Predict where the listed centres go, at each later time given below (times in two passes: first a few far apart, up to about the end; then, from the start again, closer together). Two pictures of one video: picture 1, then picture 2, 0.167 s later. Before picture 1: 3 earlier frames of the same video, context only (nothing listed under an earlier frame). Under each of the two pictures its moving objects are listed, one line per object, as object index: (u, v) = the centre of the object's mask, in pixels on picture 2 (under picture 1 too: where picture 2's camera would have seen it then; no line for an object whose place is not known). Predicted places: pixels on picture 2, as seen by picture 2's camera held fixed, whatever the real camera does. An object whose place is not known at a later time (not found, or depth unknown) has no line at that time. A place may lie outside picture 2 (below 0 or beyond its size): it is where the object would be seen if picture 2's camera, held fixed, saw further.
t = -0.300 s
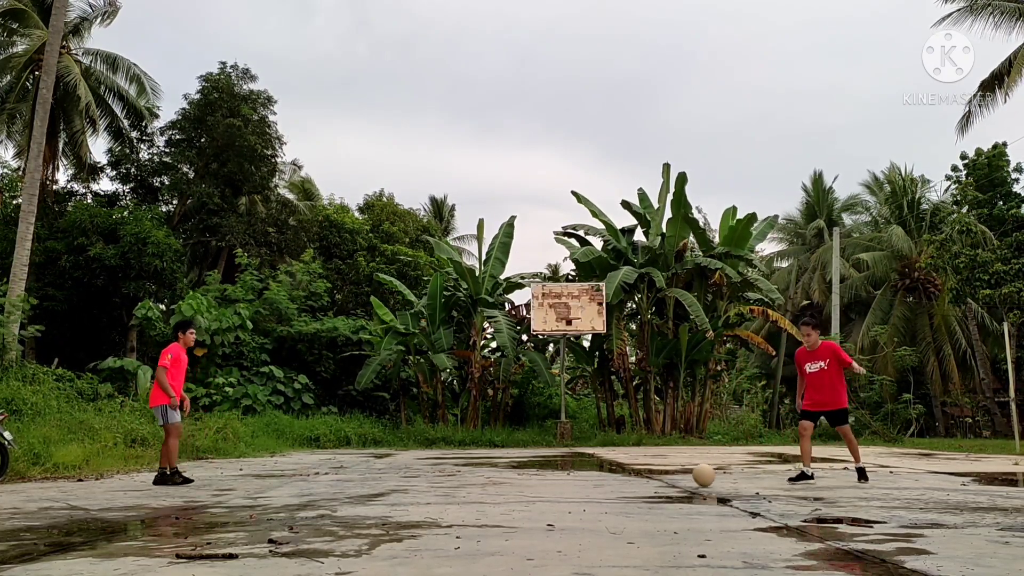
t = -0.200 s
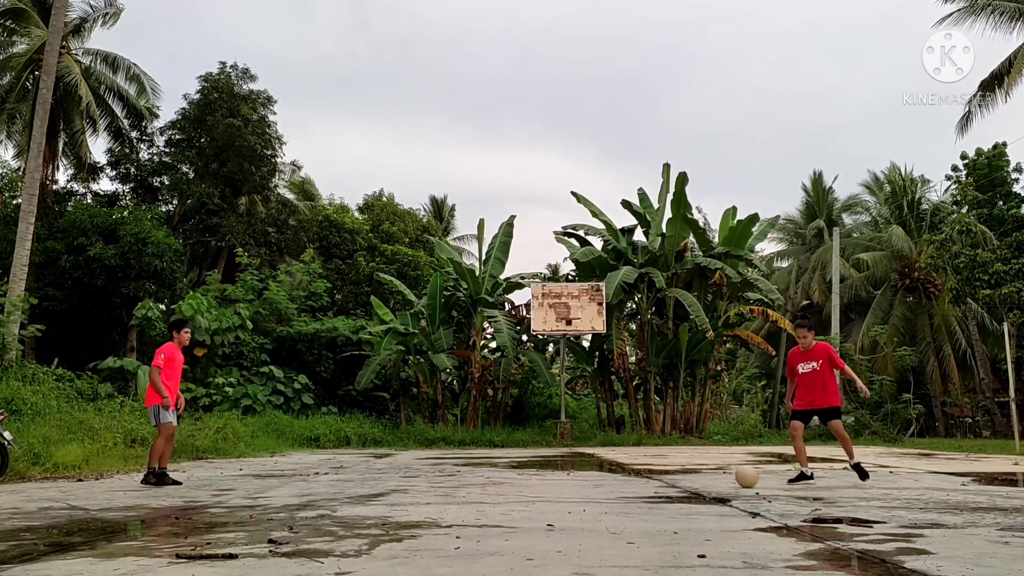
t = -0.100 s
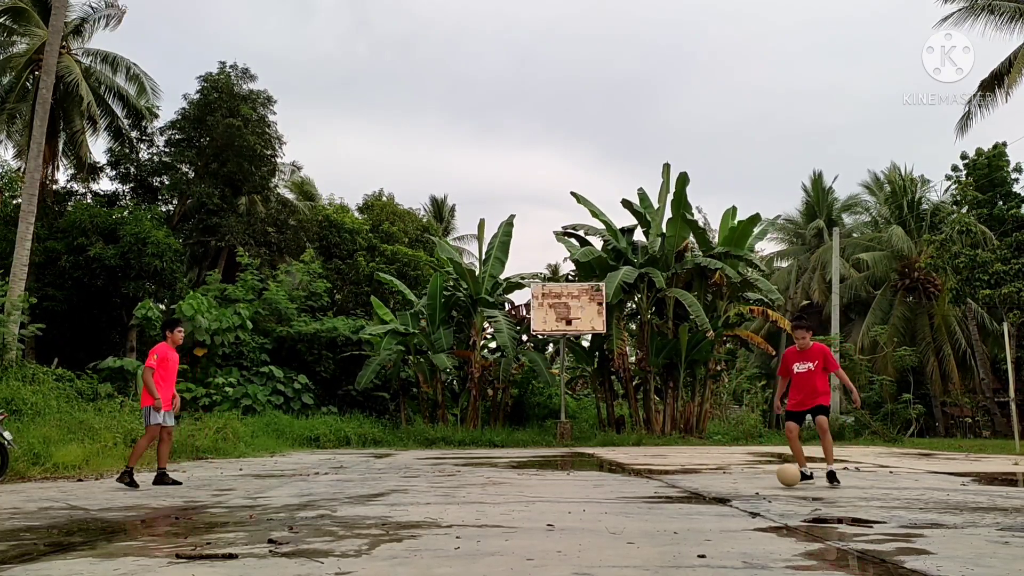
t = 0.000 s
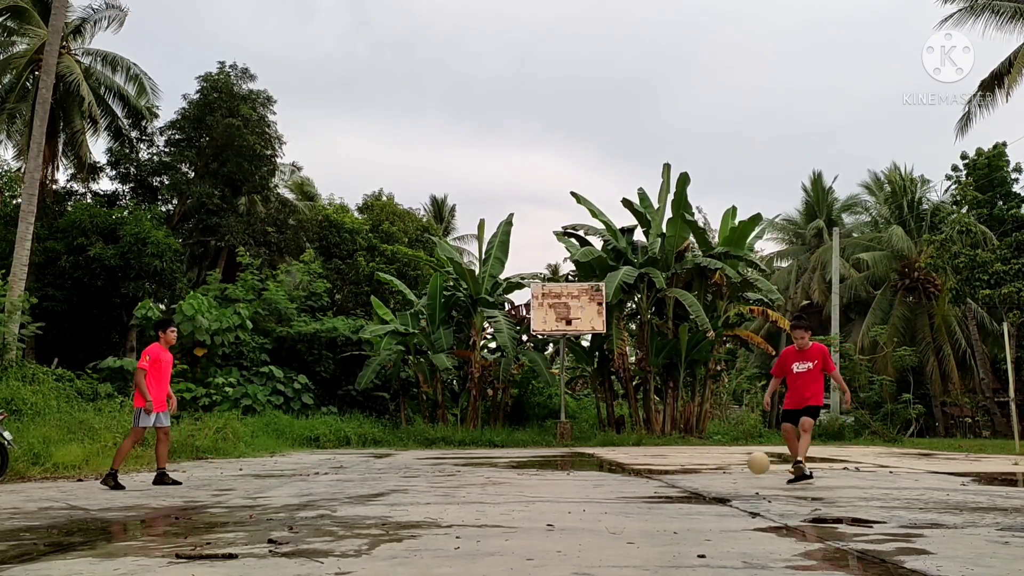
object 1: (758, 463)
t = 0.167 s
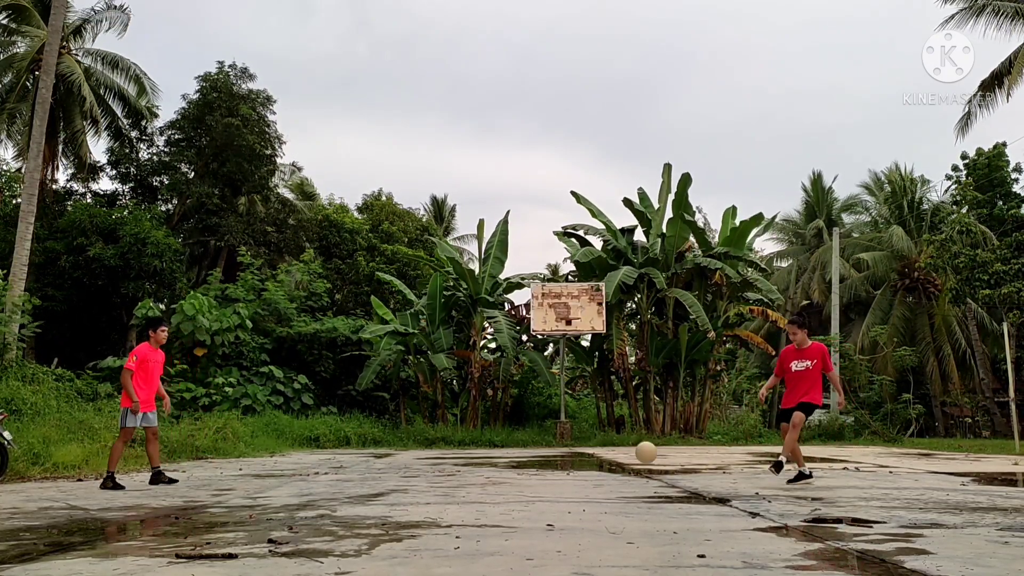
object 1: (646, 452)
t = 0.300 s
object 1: (562, 465)
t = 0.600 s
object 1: (454, 457)
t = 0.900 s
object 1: (375, 458)
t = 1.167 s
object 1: (312, 462)
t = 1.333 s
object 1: (274, 469)
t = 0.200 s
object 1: (625, 454)
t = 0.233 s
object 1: (604, 456)
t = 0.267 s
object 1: (583, 460)
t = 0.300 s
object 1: (562, 465)
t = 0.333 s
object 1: (542, 471)
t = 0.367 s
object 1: (525, 472)
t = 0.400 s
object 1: (515, 467)
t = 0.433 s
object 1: (504, 462)
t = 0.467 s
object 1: (494, 459)
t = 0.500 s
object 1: (484, 457)
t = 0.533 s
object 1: (474, 455)
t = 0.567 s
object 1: (464, 456)
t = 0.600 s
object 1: (454, 457)
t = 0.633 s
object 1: (444, 460)
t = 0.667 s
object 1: (435, 463)
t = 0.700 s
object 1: (426, 467)
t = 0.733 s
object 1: (416, 472)
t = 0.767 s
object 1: (407, 468)
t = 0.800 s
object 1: (399, 464)
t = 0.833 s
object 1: (391, 461)
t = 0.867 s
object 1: (383, 459)
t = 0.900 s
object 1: (375, 458)
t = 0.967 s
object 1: (358, 459)
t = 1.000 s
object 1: (350, 462)
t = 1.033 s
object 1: (342, 466)
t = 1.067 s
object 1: (335, 470)
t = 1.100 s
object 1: (327, 468)
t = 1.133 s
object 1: (320, 465)
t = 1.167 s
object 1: (312, 462)
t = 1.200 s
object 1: (304, 462)
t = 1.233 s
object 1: (297, 462)
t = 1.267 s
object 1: (289, 463)
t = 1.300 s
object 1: (282, 466)
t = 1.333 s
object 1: (274, 469)
